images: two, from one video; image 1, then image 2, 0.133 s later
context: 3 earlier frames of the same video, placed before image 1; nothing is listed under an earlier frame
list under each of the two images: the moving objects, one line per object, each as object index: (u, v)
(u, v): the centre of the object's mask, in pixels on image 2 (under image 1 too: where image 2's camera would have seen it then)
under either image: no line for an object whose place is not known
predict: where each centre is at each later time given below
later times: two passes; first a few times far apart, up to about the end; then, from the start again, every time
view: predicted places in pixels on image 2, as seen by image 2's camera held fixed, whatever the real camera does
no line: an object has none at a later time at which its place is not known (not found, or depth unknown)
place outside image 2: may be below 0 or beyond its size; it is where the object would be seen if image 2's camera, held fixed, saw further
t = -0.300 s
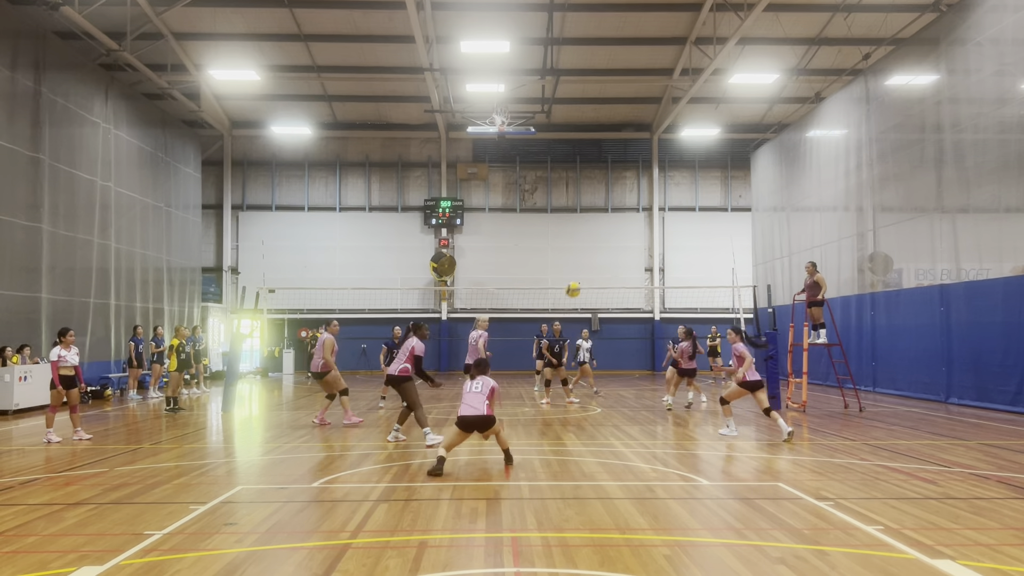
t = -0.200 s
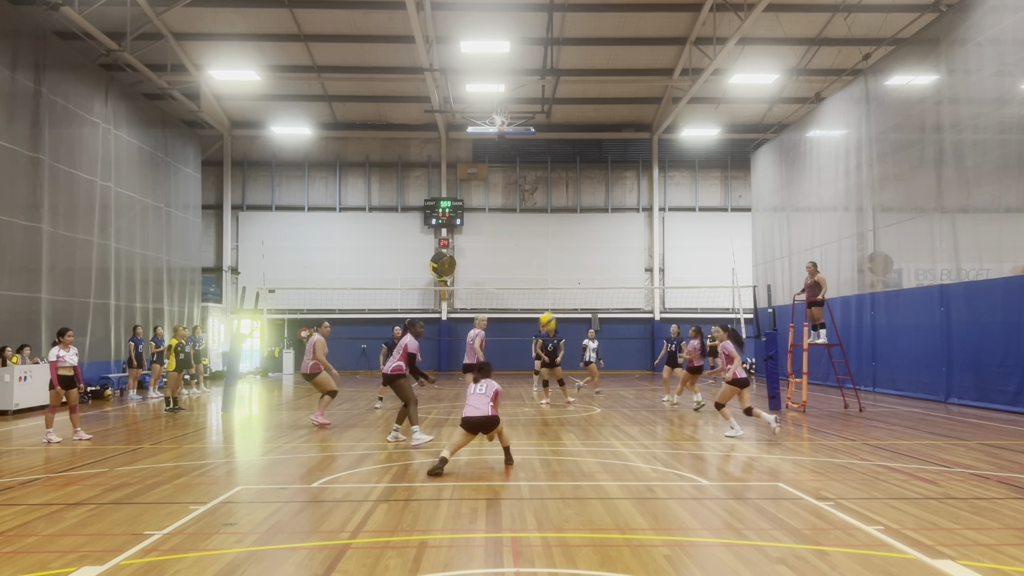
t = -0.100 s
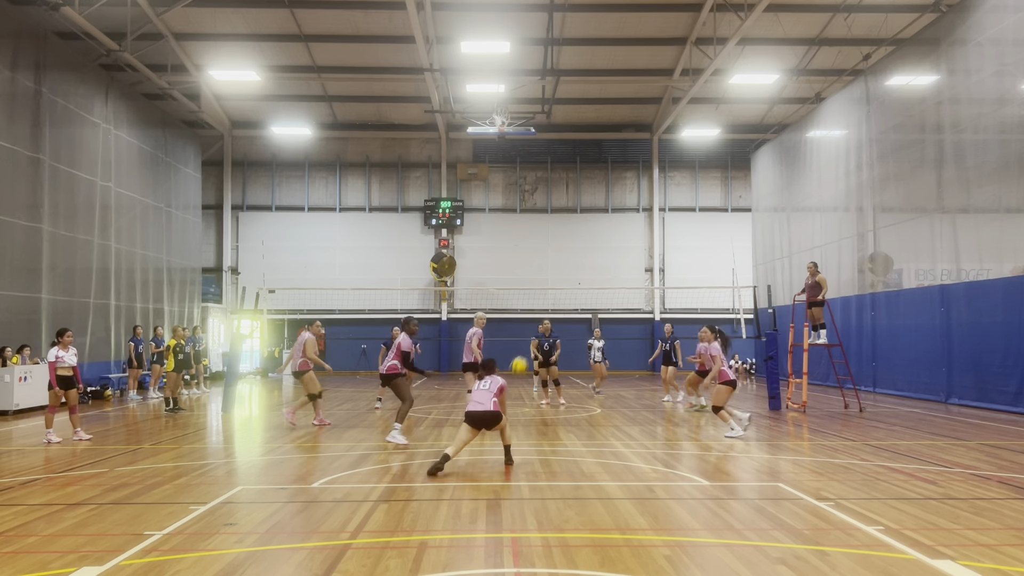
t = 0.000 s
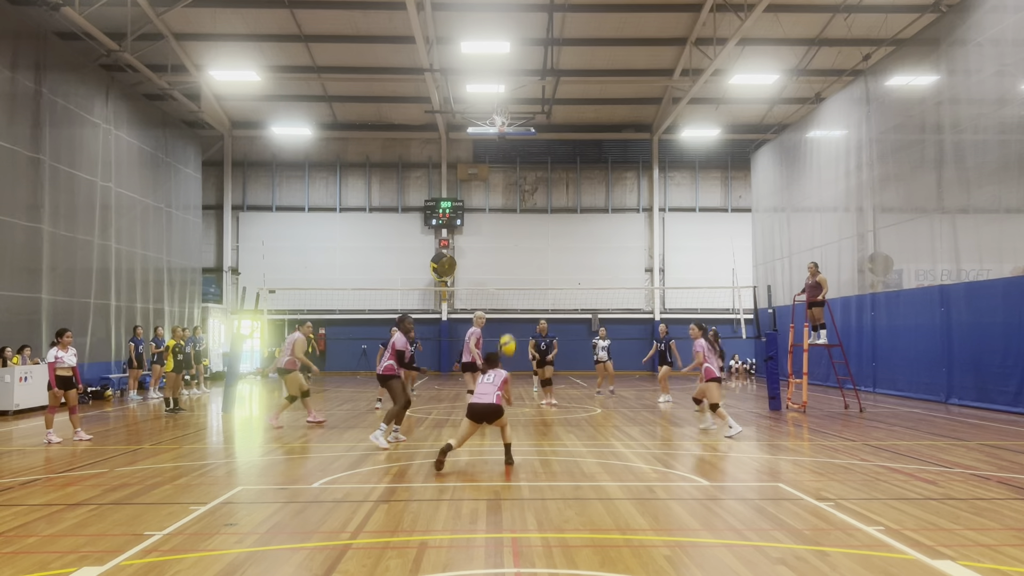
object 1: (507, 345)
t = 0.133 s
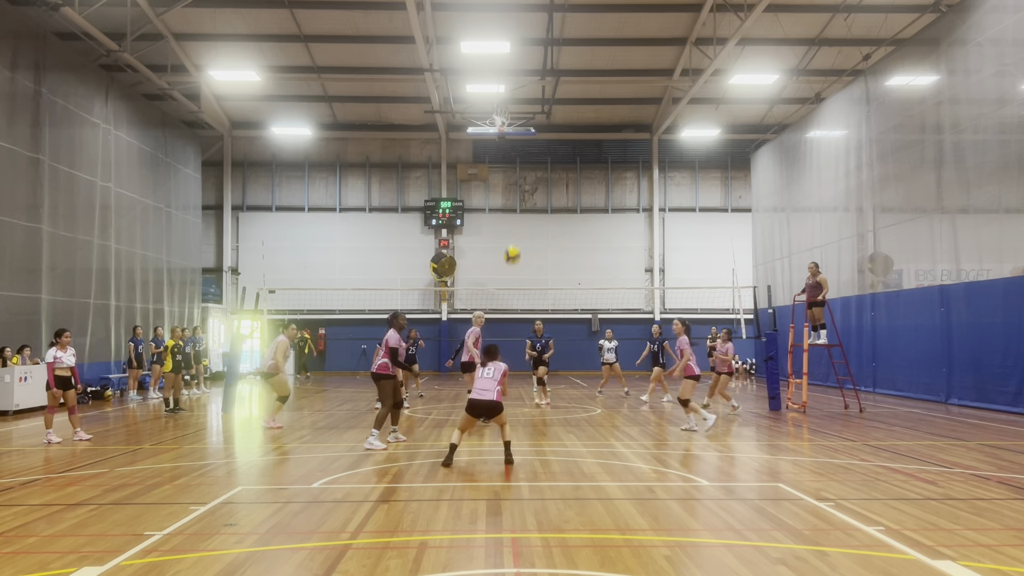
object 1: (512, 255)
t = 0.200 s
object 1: (513, 218)
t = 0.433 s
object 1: (519, 126)
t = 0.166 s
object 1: (513, 236)
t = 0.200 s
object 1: (513, 218)
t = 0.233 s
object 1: (514, 201)
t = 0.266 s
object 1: (515, 185)
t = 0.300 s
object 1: (516, 171)
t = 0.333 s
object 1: (516, 158)
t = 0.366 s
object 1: (517, 147)
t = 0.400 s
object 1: (518, 136)
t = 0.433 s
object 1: (519, 126)
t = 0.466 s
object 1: (519, 116)
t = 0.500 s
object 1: (520, 107)
